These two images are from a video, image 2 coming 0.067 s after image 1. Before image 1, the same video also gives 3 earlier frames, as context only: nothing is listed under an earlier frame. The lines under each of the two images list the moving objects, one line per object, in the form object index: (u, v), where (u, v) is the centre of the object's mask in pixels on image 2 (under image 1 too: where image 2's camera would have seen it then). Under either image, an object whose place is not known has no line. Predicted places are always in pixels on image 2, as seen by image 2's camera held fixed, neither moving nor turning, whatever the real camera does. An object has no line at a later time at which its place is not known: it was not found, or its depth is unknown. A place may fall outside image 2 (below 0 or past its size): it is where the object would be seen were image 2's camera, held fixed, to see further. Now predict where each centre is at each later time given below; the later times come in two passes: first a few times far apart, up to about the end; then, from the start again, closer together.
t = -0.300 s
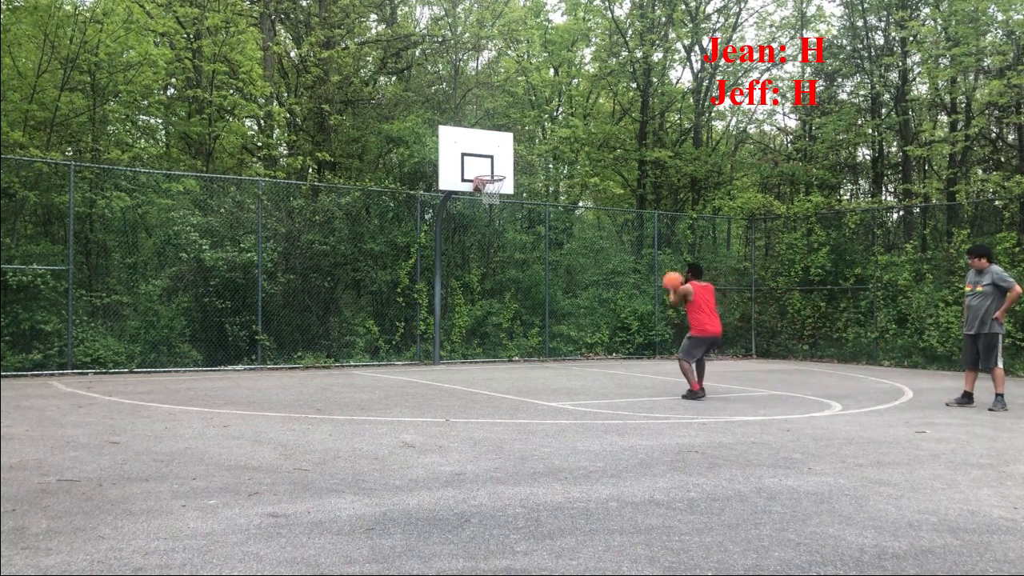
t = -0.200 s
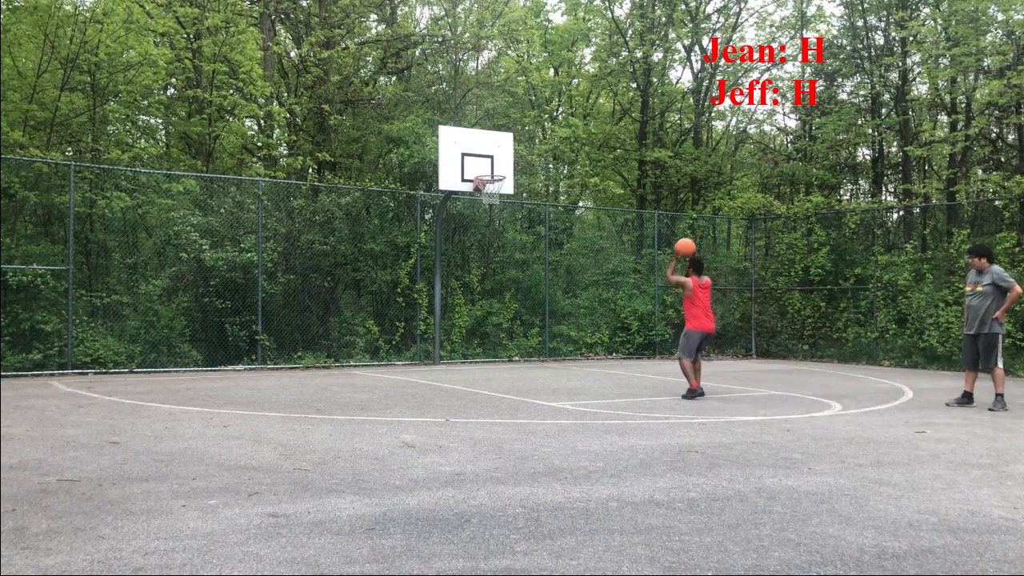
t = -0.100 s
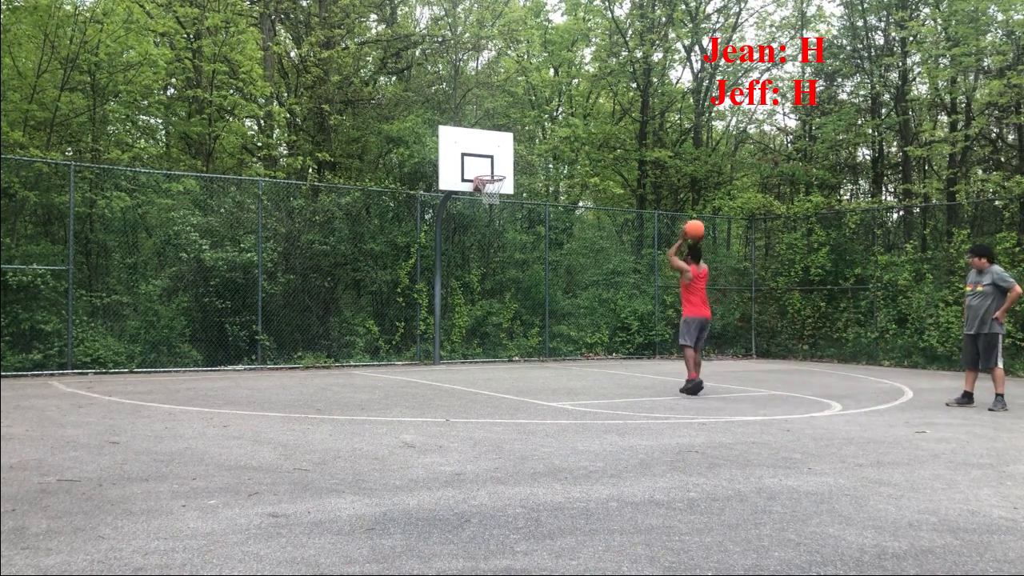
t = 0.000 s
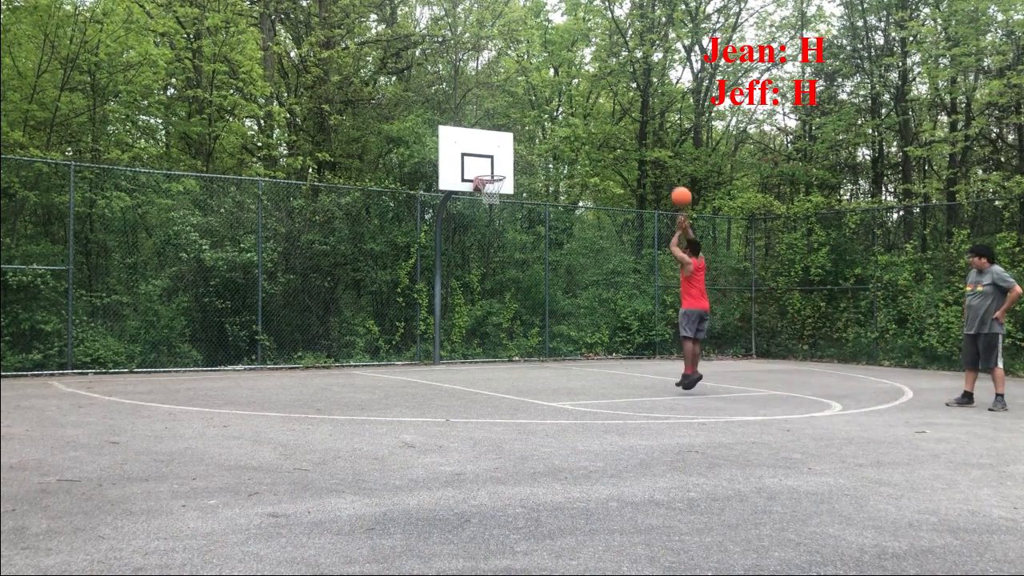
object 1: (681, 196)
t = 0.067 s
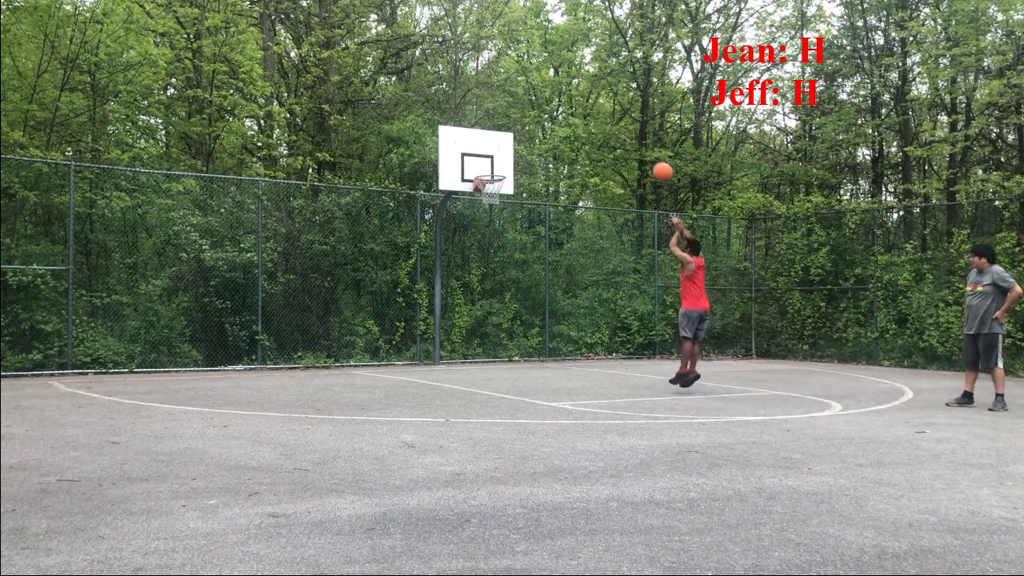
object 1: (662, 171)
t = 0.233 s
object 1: (617, 128)
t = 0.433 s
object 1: (569, 106)
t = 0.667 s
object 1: (519, 116)
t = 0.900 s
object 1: (474, 159)
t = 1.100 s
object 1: (464, 150)
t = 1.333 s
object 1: (450, 140)
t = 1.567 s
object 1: (434, 166)
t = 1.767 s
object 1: (419, 221)
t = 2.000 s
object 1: (401, 323)
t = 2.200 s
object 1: (389, 322)
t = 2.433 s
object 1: (378, 236)
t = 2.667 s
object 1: (365, 188)
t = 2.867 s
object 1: (352, 180)
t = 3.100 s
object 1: (336, 217)
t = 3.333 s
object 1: (317, 309)
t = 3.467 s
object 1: (304, 390)
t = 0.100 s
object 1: (652, 161)
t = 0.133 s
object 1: (643, 151)
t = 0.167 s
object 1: (635, 142)
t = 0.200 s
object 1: (626, 134)
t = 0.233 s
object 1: (617, 128)
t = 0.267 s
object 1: (609, 122)
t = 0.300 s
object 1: (600, 117)
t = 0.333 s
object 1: (592, 113)
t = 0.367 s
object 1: (584, 110)
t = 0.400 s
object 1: (577, 107)
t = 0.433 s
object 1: (569, 106)
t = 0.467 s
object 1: (560, 105)
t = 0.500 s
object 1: (554, 105)
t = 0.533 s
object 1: (547, 105)
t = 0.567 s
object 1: (539, 107)
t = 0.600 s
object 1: (532, 109)
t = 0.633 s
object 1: (526, 113)
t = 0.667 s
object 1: (519, 116)
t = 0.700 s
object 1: (511, 120)
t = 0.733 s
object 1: (505, 125)
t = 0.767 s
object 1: (499, 131)
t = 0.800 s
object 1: (492, 137)
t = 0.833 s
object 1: (486, 144)
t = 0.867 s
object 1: (480, 151)
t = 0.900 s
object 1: (474, 159)
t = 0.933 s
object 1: (469, 166)
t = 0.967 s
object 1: (471, 170)
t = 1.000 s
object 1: (469, 164)
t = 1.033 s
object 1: (468, 159)
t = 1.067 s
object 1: (466, 154)
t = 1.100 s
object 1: (464, 150)
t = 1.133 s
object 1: (462, 147)
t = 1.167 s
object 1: (460, 144)
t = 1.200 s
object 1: (458, 141)
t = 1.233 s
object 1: (456, 140)
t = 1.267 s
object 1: (454, 139)
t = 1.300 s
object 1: (452, 139)
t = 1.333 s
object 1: (450, 140)
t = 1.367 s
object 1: (448, 141)
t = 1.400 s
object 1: (445, 144)
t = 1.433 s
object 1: (443, 147)
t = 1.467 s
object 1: (441, 151)
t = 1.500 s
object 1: (438, 155)
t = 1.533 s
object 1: (437, 160)
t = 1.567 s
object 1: (434, 166)
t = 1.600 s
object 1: (431, 172)
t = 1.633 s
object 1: (429, 181)
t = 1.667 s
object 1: (427, 189)
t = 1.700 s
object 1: (424, 199)
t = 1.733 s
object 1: (422, 209)
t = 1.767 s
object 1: (419, 221)
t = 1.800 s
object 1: (417, 232)
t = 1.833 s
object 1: (414, 245)
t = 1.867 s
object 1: (412, 259)
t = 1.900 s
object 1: (409, 274)
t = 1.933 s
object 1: (406, 289)
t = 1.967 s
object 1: (403, 307)
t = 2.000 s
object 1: (401, 323)
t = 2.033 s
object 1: (398, 342)
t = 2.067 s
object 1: (395, 361)
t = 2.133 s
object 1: (391, 352)
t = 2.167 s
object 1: (390, 337)
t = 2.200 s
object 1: (389, 322)
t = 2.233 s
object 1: (387, 308)
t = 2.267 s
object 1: (386, 294)
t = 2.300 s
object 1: (385, 281)
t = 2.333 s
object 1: (383, 269)
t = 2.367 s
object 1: (382, 257)
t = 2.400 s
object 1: (380, 246)
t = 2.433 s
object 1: (378, 236)
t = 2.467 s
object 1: (377, 227)
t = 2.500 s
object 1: (375, 218)
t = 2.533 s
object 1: (373, 210)
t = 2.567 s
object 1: (371, 203)
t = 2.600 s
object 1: (369, 197)
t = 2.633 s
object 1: (367, 192)
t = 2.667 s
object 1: (365, 188)
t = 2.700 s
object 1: (363, 184)
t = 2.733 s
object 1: (361, 182)
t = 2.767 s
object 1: (359, 180)
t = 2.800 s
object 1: (357, 179)
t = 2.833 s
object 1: (355, 179)
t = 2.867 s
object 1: (352, 180)
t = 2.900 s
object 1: (350, 182)
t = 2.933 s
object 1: (347, 186)
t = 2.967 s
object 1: (345, 190)
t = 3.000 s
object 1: (343, 195)
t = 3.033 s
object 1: (340, 202)
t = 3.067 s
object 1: (338, 209)
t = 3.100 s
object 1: (336, 217)
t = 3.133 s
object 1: (333, 226)
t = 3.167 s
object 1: (331, 237)
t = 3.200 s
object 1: (328, 249)
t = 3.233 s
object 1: (325, 262)
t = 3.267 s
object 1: (322, 277)
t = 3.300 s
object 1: (320, 293)
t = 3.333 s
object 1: (317, 309)
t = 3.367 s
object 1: (314, 328)
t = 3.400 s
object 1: (311, 347)
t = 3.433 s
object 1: (307, 368)
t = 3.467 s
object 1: (304, 390)
